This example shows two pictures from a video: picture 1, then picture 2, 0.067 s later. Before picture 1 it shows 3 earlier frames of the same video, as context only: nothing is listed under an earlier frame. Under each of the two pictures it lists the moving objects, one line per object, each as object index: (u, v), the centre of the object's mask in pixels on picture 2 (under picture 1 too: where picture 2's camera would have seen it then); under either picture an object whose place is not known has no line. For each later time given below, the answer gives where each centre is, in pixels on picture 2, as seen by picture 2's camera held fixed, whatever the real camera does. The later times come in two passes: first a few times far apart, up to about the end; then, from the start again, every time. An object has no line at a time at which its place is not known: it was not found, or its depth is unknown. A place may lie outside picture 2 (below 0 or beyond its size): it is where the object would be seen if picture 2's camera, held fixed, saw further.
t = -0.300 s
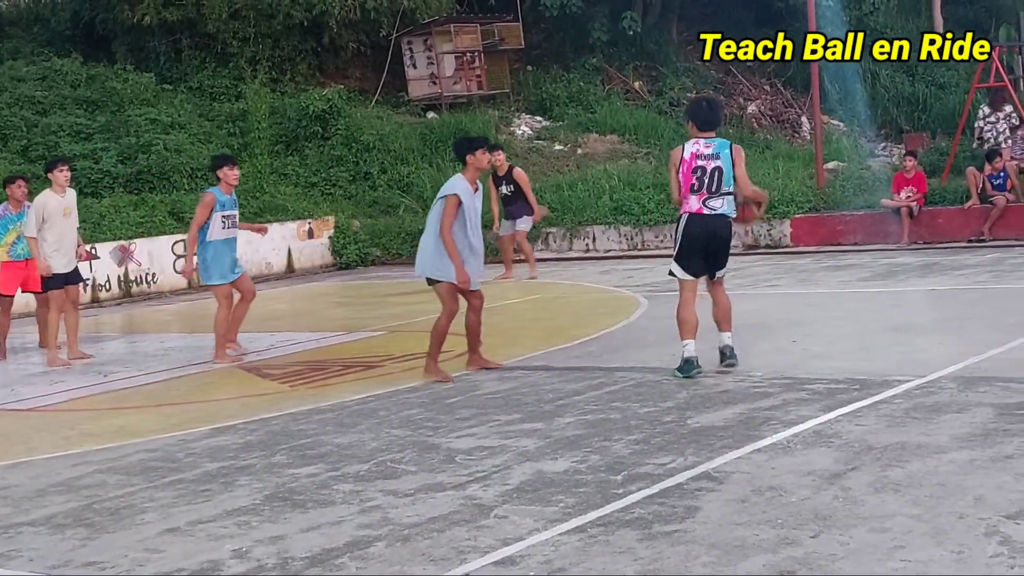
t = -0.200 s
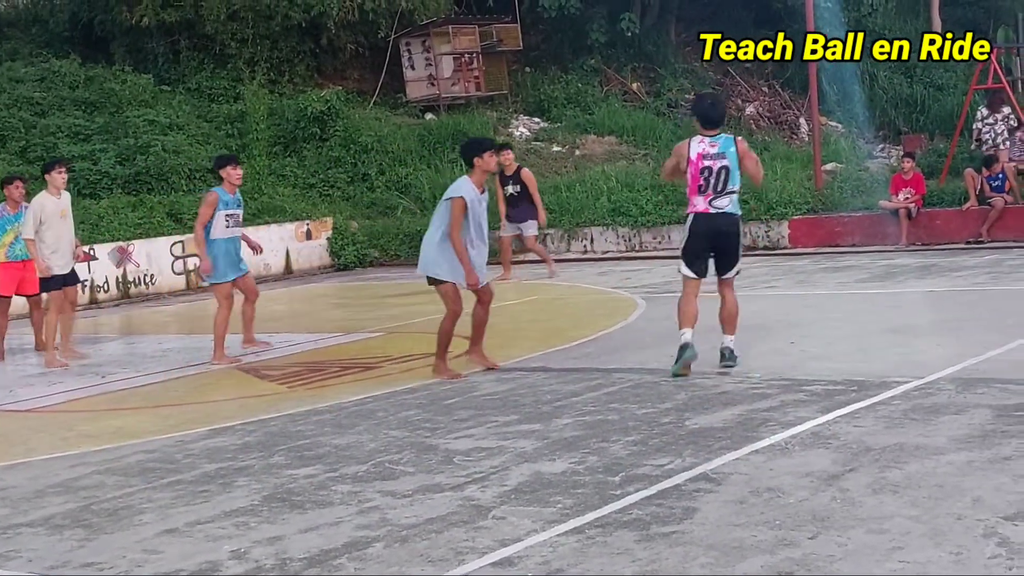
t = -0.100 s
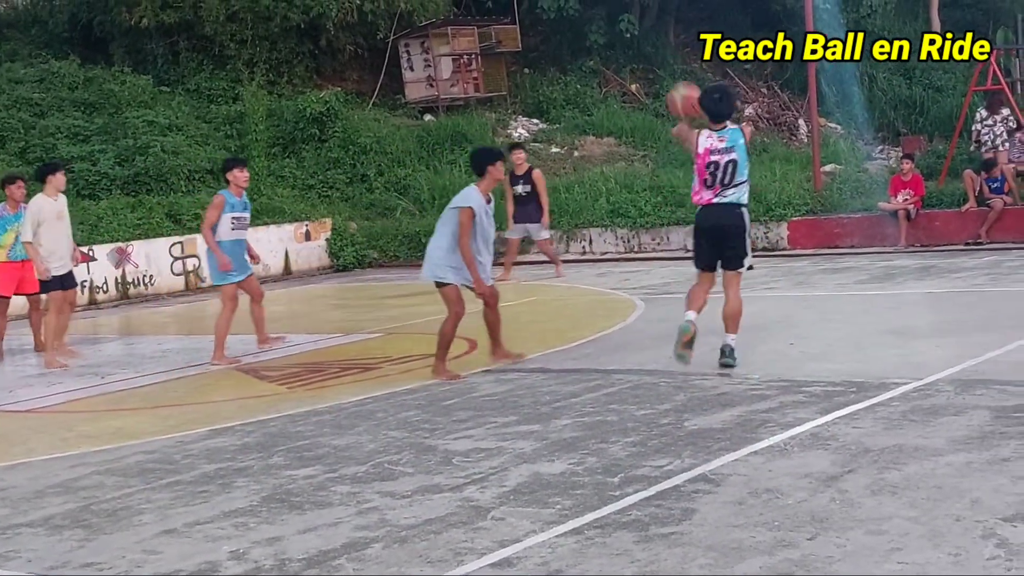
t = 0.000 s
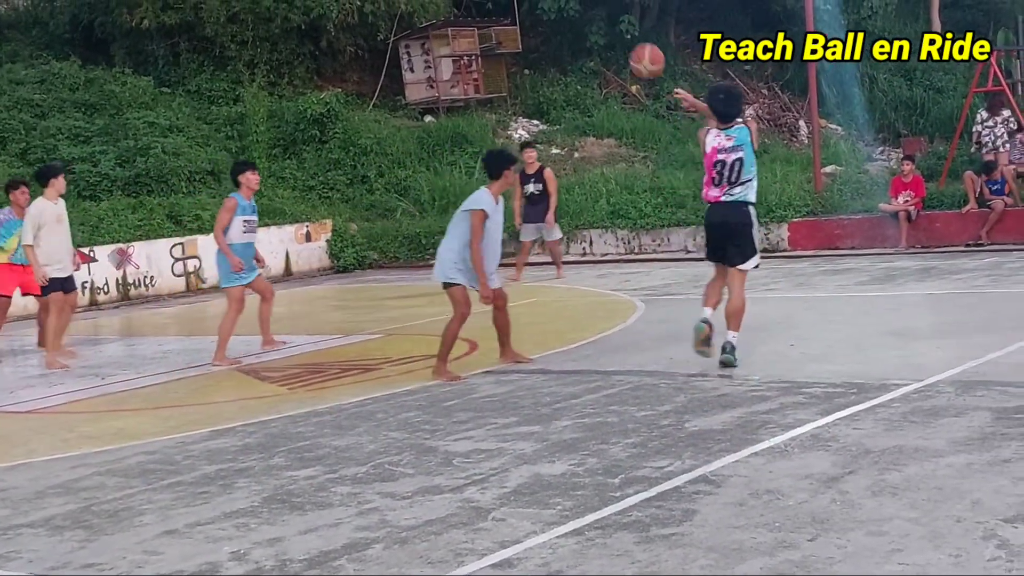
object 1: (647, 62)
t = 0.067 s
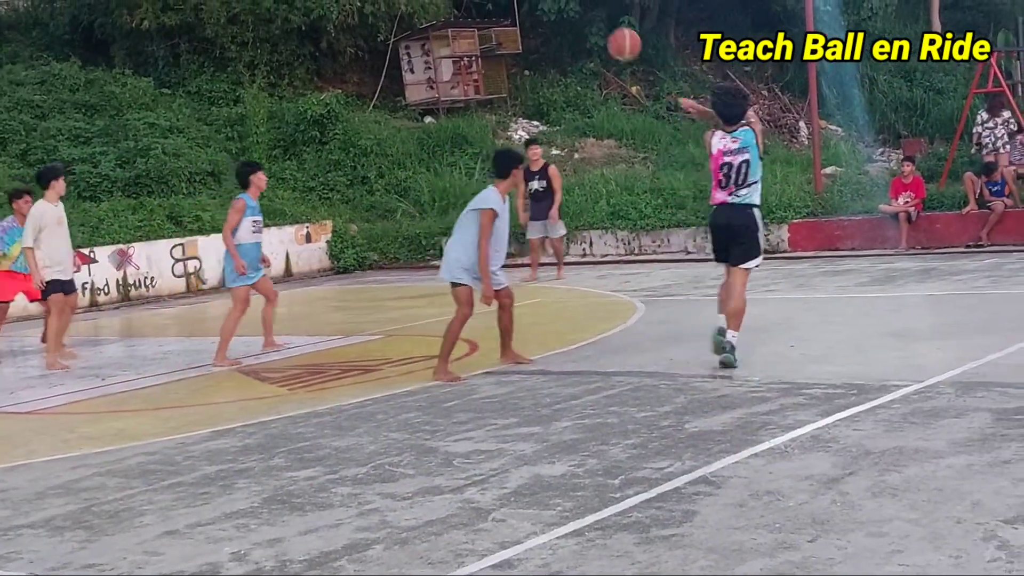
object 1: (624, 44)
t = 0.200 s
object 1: (586, 31)
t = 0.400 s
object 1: (541, 50)
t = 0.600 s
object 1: (511, 103)
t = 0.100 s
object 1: (614, 39)
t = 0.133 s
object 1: (604, 35)
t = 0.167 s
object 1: (595, 32)
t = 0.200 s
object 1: (586, 31)
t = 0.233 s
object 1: (577, 31)
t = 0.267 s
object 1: (569, 33)
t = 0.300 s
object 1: (562, 35)
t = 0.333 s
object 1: (554, 39)
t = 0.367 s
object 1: (547, 44)
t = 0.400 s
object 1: (541, 50)
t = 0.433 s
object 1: (535, 57)
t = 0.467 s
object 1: (530, 65)
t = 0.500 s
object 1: (525, 73)
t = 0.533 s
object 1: (520, 83)
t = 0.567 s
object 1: (515, 93)
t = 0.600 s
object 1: (511, 103)
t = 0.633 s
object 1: (507, 116)
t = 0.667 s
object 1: (504, 127)
